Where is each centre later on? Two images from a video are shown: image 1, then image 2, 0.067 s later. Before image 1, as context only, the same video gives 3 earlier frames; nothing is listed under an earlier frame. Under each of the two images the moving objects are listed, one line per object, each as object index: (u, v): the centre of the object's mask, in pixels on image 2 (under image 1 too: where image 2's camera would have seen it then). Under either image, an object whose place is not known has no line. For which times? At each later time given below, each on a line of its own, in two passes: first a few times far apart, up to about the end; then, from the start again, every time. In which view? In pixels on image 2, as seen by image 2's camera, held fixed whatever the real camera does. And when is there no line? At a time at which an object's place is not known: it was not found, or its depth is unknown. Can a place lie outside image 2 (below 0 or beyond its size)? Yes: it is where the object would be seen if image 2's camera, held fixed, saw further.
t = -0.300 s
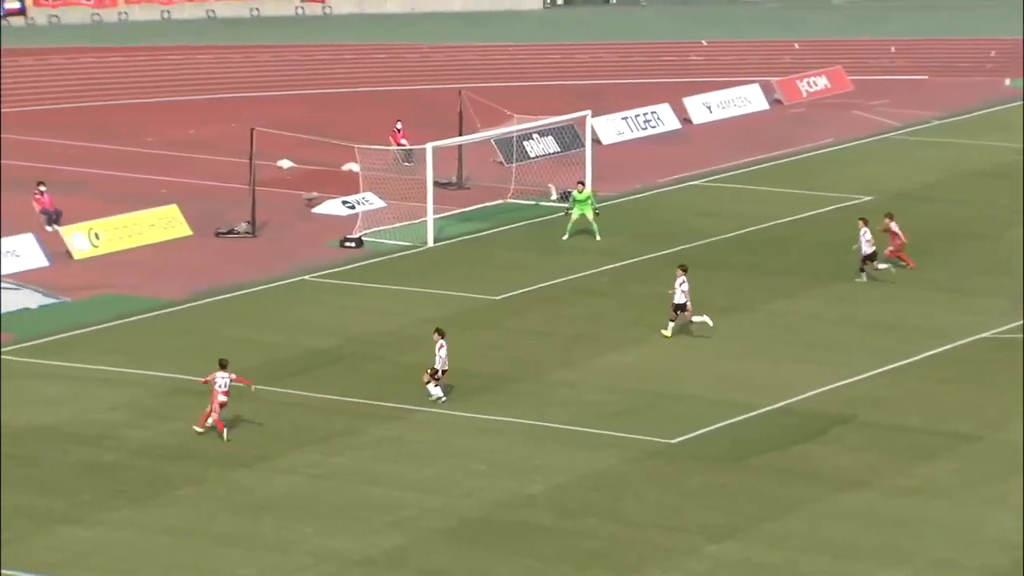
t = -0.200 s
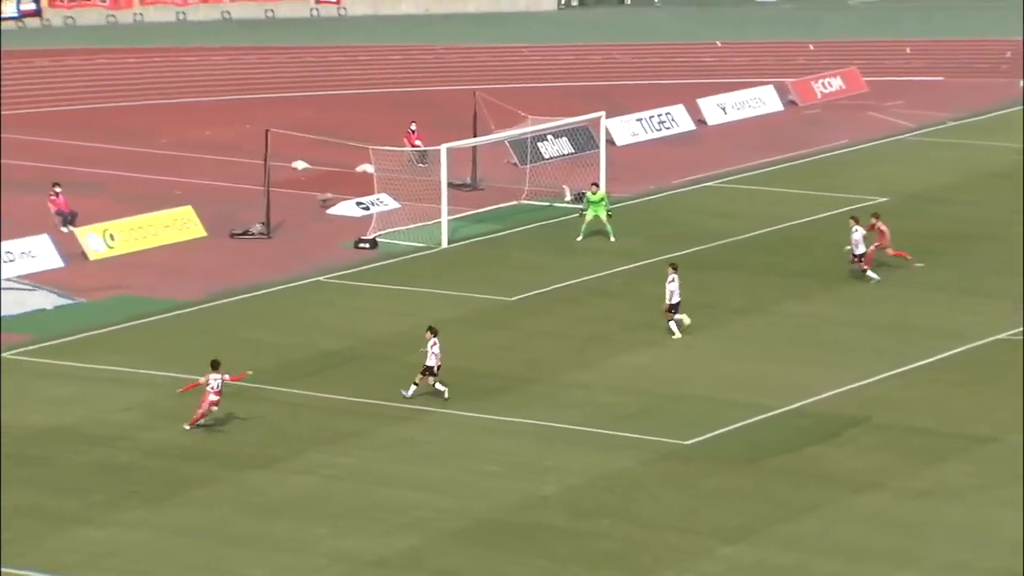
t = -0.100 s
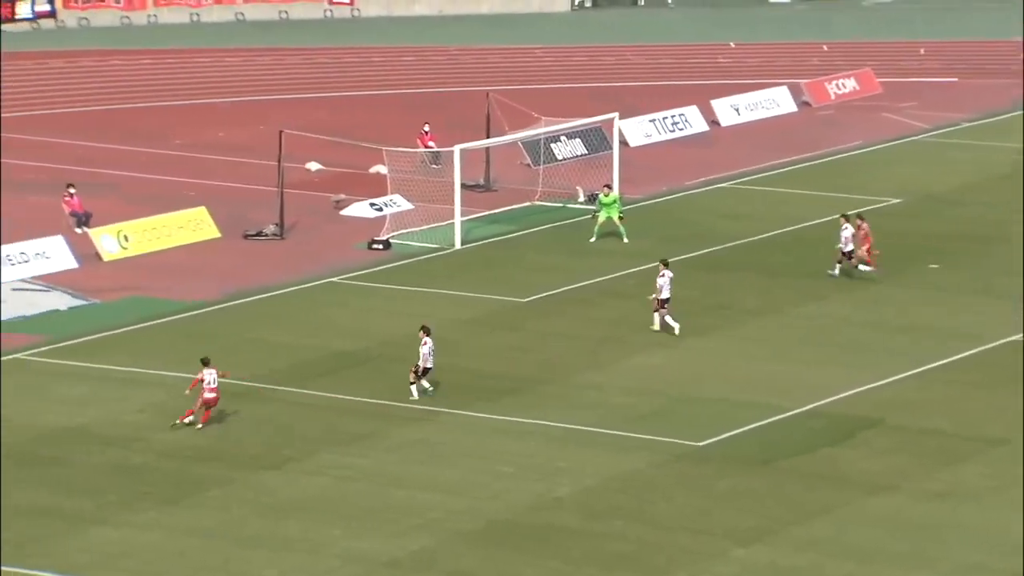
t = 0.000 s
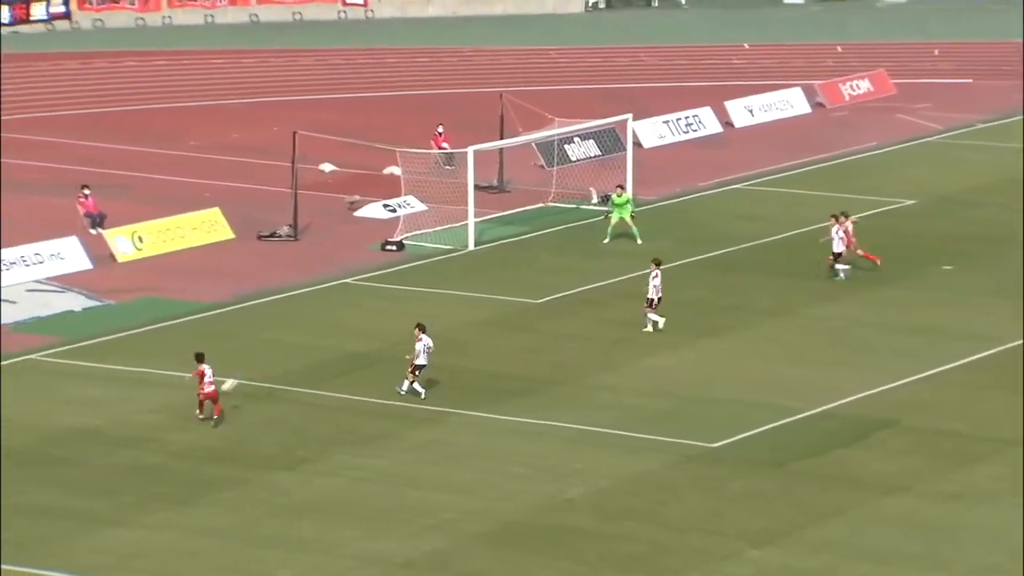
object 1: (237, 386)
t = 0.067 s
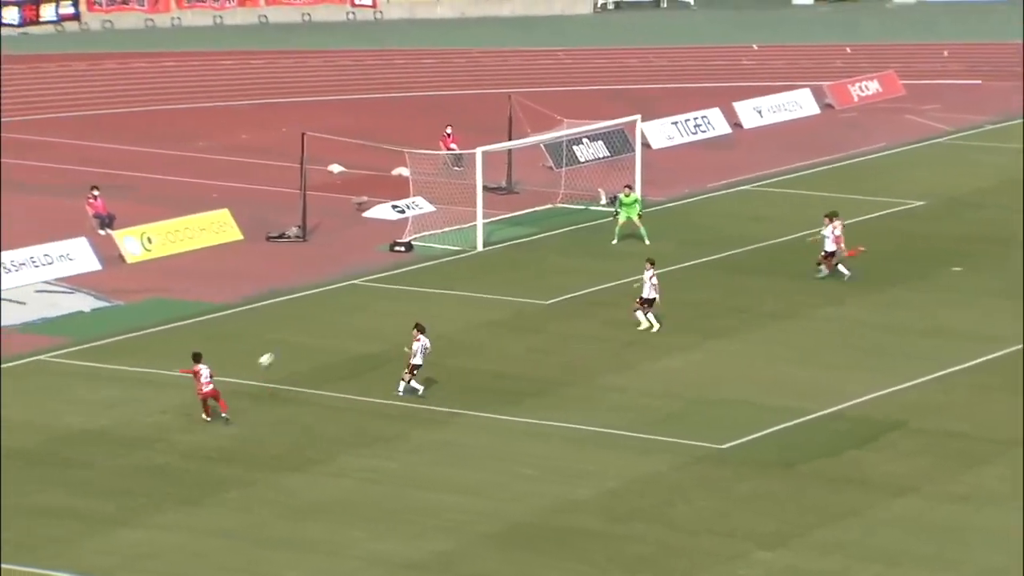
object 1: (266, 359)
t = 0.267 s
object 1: (343, 295)
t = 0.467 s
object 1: (413, 253)
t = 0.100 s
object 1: (279, 347)
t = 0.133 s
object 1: (292, 336)
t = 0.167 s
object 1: (305, 325)
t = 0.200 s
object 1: (318, 314)
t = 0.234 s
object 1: (331, 305)
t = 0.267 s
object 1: (343, 295)
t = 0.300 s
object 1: (355, 287)
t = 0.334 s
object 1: (366, 279)
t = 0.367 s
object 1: (378, 272)
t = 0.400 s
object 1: (390, 265)
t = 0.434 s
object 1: (402, 258)
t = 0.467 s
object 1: (413, 253)
